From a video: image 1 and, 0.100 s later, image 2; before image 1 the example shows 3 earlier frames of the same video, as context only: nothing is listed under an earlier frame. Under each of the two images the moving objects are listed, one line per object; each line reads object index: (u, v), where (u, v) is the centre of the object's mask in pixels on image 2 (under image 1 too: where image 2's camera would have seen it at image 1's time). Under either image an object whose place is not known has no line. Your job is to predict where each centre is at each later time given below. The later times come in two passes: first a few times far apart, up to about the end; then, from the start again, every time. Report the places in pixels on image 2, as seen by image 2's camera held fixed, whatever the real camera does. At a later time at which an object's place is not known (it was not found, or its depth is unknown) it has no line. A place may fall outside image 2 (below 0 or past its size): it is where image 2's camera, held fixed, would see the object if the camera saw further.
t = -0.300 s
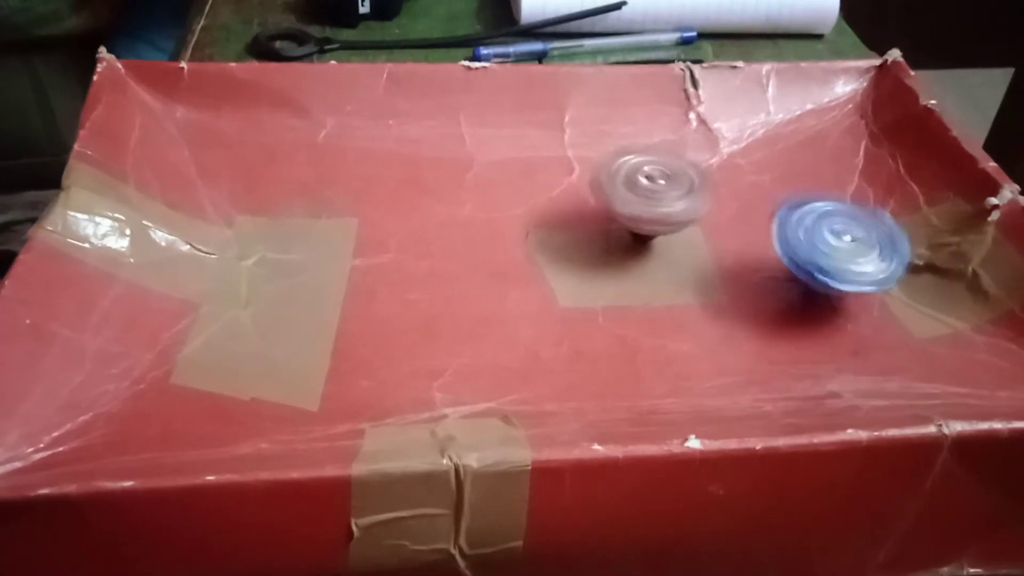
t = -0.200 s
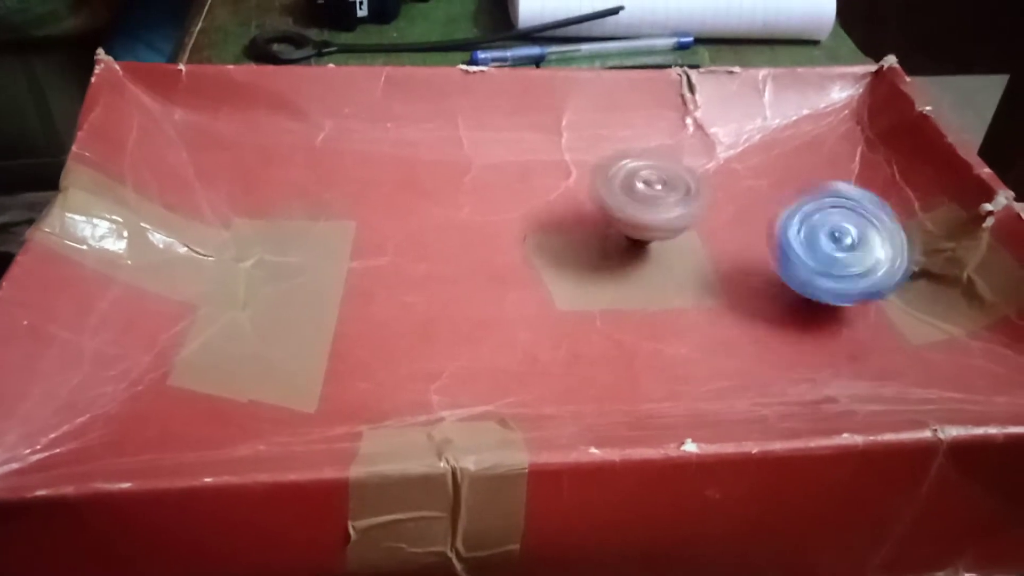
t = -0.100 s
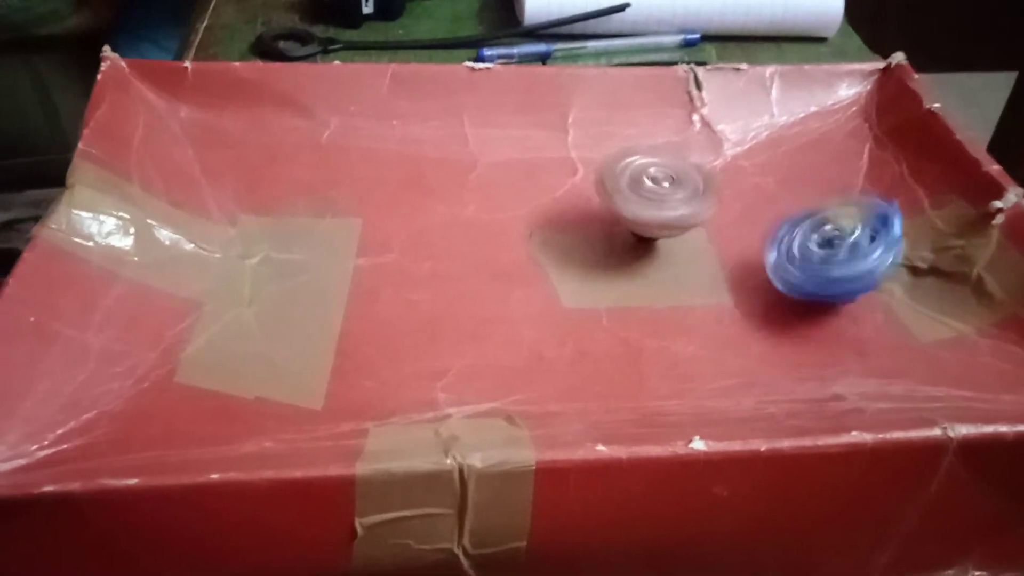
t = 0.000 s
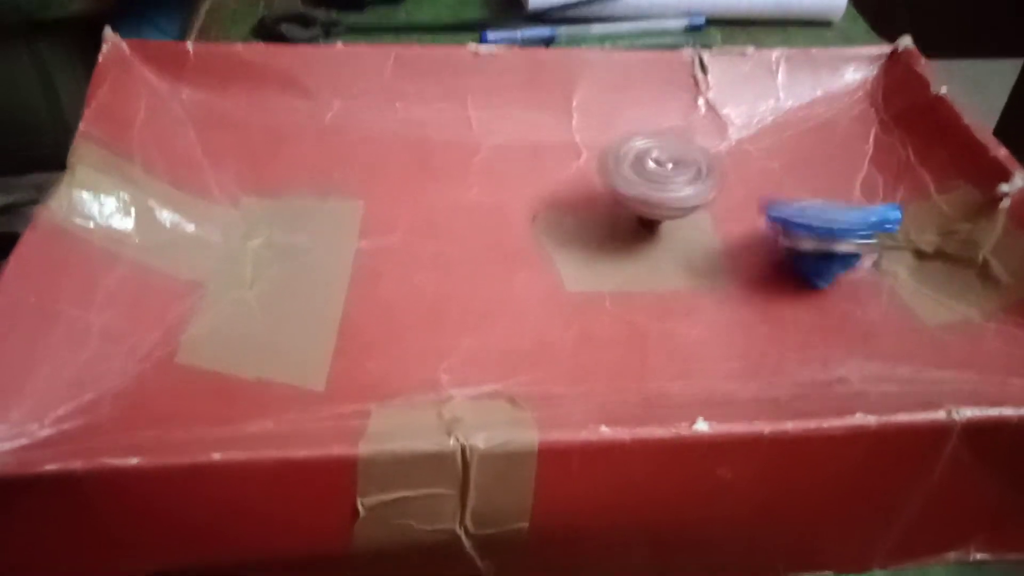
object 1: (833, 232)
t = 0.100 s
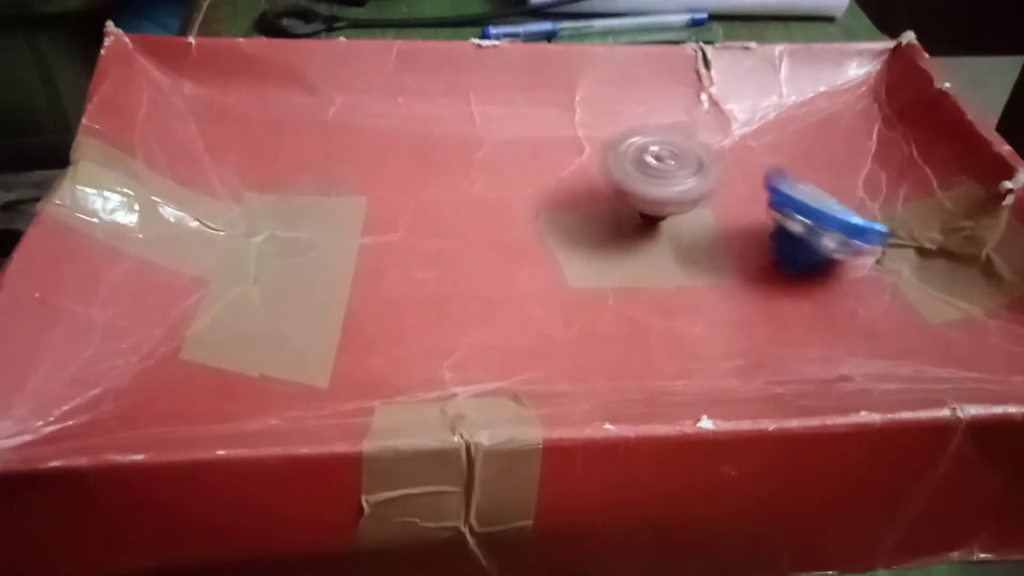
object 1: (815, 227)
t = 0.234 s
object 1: (790, 196)
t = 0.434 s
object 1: (791, 187)
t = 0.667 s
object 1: (784, 185)
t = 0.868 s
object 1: (780, 182)
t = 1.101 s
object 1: (780, 182)
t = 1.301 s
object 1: (780, 182)
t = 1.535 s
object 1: (780, 183)
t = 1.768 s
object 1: (781, 183)
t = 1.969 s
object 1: (780, 183)
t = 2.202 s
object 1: (780, 183)
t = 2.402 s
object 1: (781, 182)
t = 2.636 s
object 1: (780, 182)
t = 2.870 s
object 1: (780, 183)
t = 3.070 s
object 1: (781, 182)
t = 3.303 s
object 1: (781, 182)
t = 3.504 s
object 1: (781, 183)
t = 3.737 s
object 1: (781, 183)
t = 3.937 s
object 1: (780, 183)
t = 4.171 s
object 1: (781, 182)
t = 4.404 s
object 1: (780, 182)
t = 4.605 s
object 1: (781, 182)
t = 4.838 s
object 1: (781, 182)
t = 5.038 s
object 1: (781, 182)
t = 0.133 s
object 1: (807, 221)
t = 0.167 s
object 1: (799, 218)
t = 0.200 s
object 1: (797, 205)
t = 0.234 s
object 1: (790, 196)
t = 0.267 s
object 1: (789, 191)
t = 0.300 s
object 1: (794, 200)
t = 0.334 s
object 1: (796, 194)
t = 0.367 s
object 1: (797, 192)
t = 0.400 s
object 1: (796, 189)
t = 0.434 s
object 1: (791, 187)
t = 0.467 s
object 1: (788, 186)
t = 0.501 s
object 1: (786, 186)
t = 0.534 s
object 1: (786, 186)
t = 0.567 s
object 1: (785, 186)
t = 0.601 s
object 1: (785, 185)
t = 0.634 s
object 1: (784, 185)
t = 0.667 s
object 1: (784, 185)
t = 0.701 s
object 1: (783, 184)
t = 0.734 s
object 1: (781, 183)
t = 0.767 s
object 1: (779, 182)
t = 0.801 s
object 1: (780, 182)
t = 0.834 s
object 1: (780, 182)
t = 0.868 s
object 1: (780, 182)
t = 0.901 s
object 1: (780, 182)
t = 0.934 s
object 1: (780, 182)
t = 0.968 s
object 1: (780, 182)
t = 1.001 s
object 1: (780, 182)
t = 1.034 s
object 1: (780, 182)
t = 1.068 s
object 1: (780, 182)
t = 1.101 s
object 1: (780, 182)
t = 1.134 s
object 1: (780, 182)
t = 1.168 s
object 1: (780, 182)
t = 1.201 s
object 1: (780, 182)
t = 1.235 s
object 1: (780, 182)
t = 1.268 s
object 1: (780, 182)
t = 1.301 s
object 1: (780, 182)
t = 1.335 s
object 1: (779, 182)
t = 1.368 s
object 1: (780, 182)
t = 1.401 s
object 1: (780, 182)
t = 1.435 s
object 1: (780, 182)
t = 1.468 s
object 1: (780, 183)
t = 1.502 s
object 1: (780, 183)
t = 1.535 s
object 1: (780, 183)
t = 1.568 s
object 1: (780, 183)
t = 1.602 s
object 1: (780, 183)
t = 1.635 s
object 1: (780, 182)
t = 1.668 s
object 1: (780, 183)
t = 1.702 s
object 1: (780, 182)
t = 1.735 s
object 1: (780, 182)
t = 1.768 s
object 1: (781, 183)
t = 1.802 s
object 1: (780, 183)
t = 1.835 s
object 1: (780, 183)
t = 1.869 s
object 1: (780, 183)
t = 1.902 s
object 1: (780, 183)
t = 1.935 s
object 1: (780, 183)
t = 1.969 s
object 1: (780, 183)
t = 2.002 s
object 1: (780, 183)
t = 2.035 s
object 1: (780, 183)
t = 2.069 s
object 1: (780, 183)
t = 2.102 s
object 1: (780, 183)
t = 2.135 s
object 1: (780, 183)
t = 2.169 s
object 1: (781, 183)
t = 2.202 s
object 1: (780, 183)
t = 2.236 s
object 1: (780, 183)
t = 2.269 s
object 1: (780, 183)
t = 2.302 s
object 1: (780, 183)
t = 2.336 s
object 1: (780, 183)
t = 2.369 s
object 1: (780, 183)
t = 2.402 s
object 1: (781, 182)
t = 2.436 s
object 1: (780, 182)
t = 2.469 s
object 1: (780, 183)
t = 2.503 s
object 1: (780, 182)
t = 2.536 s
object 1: (780, 182)
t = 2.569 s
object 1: (780, 182)
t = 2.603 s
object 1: (780, 182)
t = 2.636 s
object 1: (780, 182)
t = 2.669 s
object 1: (781, 182)
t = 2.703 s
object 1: (780, 182)
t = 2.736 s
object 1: (780, 183)
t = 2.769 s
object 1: (780, 183)
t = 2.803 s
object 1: (781, 182)
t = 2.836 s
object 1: (780, 182)
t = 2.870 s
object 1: (780, 183)
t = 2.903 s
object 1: (781, 182)
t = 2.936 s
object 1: (781, 182)
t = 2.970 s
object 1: (780, 182)
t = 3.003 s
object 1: (780, 182)
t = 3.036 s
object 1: (781, 182)
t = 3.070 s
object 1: (781, 182)
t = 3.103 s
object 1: (780, 182)
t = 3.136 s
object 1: (780, 182)
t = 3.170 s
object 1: (781, 182)
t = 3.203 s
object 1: (781, 182)
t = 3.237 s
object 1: (780, 182)
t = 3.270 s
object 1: (780, 183)
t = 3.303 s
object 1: (781, 182)
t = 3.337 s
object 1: (781, 182)
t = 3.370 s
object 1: (780, 182)
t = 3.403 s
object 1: (780, 183)
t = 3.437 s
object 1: (781, 182)
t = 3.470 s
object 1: (781, 183)
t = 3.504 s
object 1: (781, 183)
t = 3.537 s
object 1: (780, 183)
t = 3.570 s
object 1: (781, 183)
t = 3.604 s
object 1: (781, 182)
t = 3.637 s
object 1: (781, 183)
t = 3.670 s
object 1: (780, 183)
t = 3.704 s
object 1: (780, 183)
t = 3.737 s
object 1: (781, 183)
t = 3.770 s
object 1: (781, 183)
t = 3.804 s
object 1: (780, 183)
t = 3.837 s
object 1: (780, 183)
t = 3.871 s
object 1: (781, 182)
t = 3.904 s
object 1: (781, 183)
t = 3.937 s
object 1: (780, 183)
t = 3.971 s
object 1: (780, 183)
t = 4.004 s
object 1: (781, 182)
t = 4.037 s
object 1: (781, 182)
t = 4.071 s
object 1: (780, 183)
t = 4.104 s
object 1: (780, 183)
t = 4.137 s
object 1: (781, 182)
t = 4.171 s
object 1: (781, 182)
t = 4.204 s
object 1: (781, 183)
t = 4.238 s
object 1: (780, 183)
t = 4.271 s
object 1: (781, 183)
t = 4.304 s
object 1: (782, 182)
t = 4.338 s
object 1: (781, 183)
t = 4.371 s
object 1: (780, 183)
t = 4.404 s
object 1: (780, 182)
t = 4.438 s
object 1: (781, 182)
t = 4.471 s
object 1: (781, 183)
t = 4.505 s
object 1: (780, 183)
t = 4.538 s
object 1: (780, 183)
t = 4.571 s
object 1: (781, 182)
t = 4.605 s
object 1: (781, 182)
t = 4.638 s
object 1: (780, 183)
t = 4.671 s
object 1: (780, 183)
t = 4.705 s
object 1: (781, 183)
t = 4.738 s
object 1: (781, 182)
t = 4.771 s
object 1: (780, 182)
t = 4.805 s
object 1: (780, 182)
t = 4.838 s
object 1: (781, 182)
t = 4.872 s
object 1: (782, 182)
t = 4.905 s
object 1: (781, 182)
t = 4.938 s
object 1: (781, 182)
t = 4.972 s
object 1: (780, 182)
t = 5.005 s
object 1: (781, 182)
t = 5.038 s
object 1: (781, 182)
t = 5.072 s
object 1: (780, 182)
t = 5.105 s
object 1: (780, 182)
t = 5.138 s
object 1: (781, 182)
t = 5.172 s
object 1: (782, 182)
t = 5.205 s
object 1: (781, 182)
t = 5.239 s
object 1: (780, 182)
